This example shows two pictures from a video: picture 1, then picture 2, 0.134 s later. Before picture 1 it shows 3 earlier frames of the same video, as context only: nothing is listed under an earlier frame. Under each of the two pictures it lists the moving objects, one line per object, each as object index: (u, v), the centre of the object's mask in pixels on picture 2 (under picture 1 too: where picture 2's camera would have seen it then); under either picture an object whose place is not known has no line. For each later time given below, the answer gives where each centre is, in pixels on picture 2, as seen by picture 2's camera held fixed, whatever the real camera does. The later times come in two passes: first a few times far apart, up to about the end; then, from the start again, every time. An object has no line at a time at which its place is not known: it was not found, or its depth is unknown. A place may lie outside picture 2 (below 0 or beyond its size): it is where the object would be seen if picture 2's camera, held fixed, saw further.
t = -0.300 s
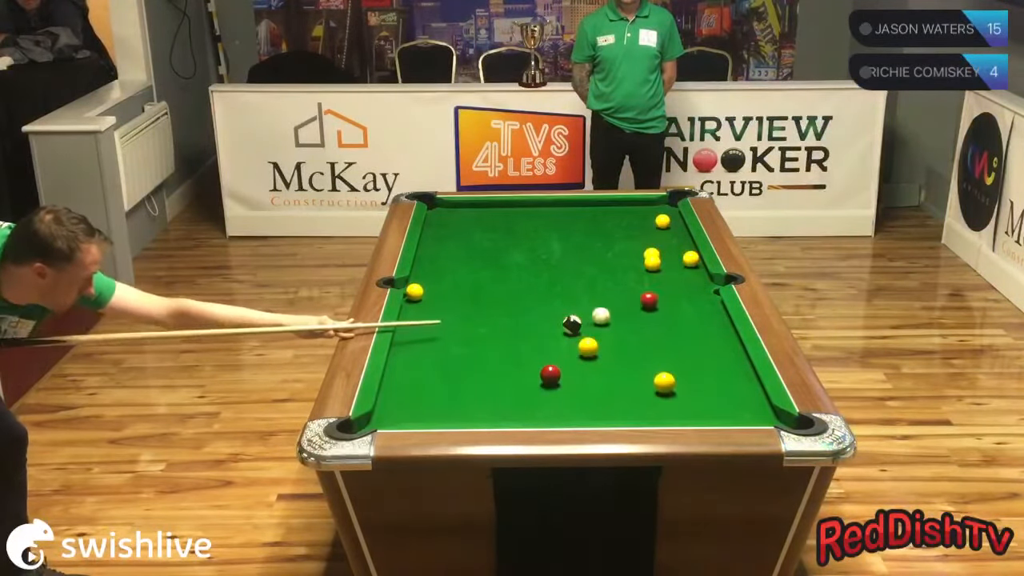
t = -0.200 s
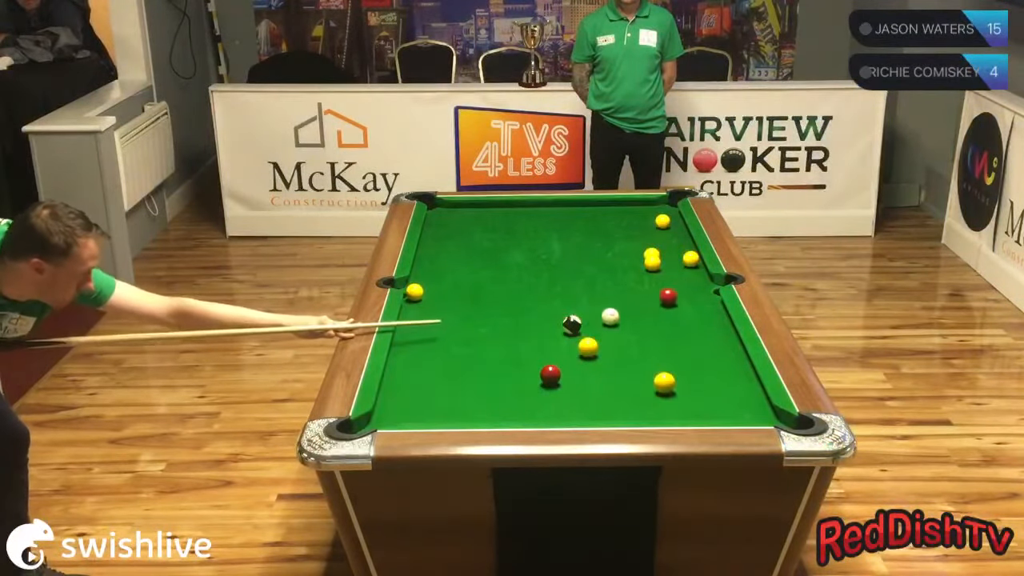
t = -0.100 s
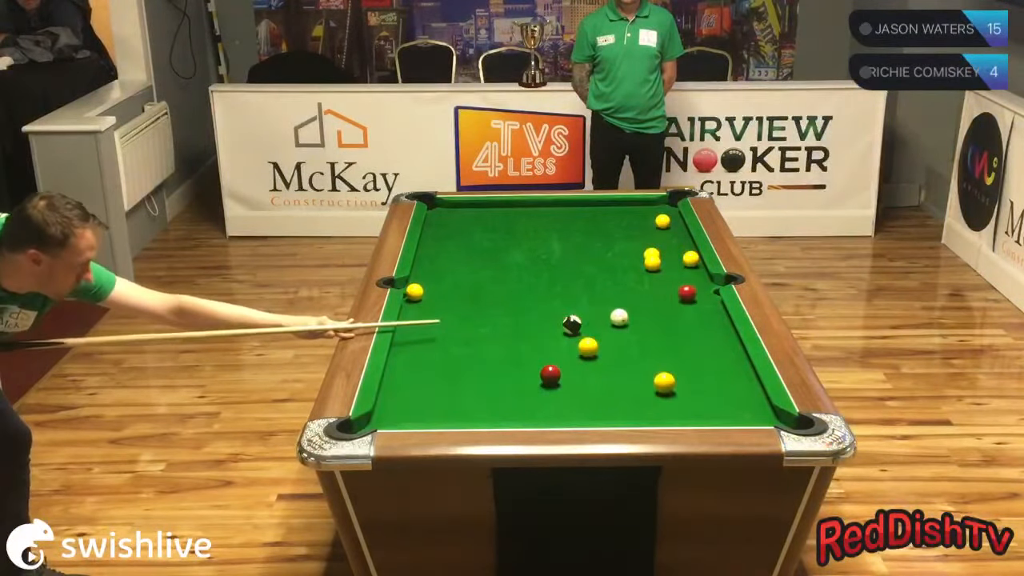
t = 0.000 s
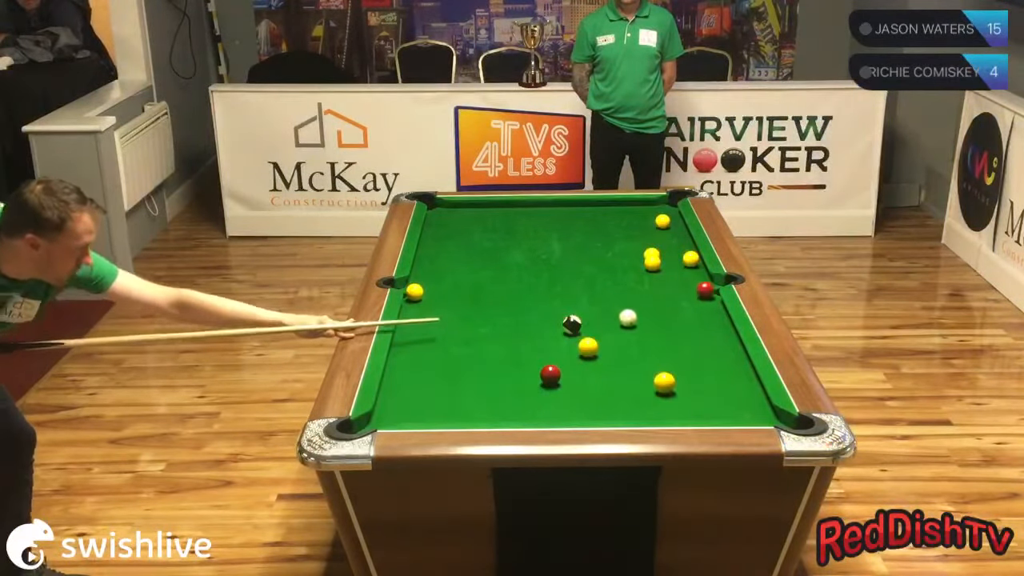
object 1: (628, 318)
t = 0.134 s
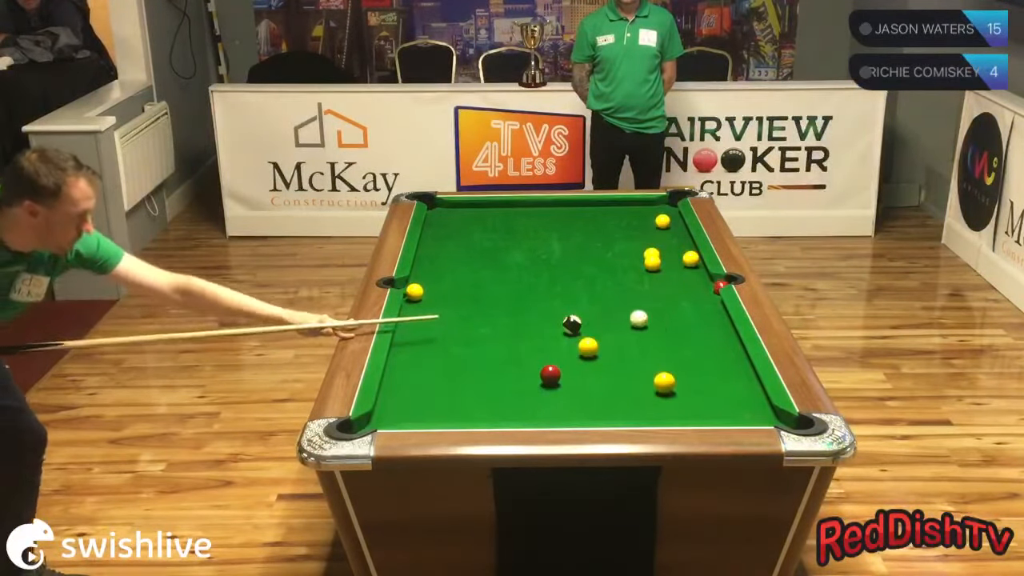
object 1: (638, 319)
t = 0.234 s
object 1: (647, 320)
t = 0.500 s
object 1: (666, 321)
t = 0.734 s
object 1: (681, 322)
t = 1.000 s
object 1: (697, 323)
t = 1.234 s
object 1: (709, 324)
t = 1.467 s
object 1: (719, 325)
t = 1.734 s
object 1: (723, 325)
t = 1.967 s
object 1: (720, 325)
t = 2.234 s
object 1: (718, 325)
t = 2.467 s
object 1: (718, 325)
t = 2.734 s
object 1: (718, 325)
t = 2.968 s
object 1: (718, 325)
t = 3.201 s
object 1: (718, 325)
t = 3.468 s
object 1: (718, 325)
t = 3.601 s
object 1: (718, 325)
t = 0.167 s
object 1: (641, 319)
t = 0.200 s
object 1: (644, 319)
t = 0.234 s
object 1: (647, 320)
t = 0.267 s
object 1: (649, 320)
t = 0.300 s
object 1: (651, 320)
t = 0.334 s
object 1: (654, 320)
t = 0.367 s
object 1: (656, 321)
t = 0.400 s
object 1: (659, 321)
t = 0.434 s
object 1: (661, 321)
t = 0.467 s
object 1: (664, 321)
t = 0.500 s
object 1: (666, 321)
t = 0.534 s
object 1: (668, 322)
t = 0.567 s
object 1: (670, 322)
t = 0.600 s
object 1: (673, 322)
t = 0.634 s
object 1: (675, 322)
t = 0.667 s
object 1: (677, 322)
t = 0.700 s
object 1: (679, 322)
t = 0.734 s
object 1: (681, 322)
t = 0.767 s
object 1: (683, 323)
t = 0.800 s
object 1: (685, 323)
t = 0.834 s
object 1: (687, 323)
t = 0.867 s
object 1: (689, 323)
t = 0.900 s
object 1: (691, 323)
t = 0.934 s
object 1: (693, 323)
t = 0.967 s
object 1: (695, 323)
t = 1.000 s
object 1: (697, 323)
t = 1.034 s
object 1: (699, 324)
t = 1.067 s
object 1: (700, 324)
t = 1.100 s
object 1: (702, 324)
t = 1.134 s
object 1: (704, 324)
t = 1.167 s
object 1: (706, 324)
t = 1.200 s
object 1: (707, 324)
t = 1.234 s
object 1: (709, 324)
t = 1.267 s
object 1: (710, 324)
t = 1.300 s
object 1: (712, 324)
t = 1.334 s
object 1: (713, 324)
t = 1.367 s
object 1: (715, 325)
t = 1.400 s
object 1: (716, 325)
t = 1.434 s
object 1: (718, 325)
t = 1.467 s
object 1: (719, 325)
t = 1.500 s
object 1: (720, 325)
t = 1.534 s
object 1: (721, 325)
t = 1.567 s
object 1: (723, 325)
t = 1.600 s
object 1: (723, 325)
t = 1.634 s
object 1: (725, 325)
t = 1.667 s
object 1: (725, 325)
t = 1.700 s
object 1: (724, 325)
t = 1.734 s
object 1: (723, 325)
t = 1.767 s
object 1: (723, 325)
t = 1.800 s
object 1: (722, 325)
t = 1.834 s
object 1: (722, 325)
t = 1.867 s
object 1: (722, 325)
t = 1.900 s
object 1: (721, 325)
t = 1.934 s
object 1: (720, 325)
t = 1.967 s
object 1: (720, 325)
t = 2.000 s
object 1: (719, 325)
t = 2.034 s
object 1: (719, 325)
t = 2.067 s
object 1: (719, 325)
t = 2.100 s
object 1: (719, 325)
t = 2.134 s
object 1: (718, 325)
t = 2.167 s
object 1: (718, 325)
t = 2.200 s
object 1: (718, 325)
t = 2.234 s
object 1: (718, 325)
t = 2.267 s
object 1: (718, 325)
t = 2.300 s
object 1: (718, 325)
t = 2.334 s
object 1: (718, 325)
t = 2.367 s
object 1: (718, 325)
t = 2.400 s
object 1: (717, 325)
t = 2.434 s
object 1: (718, 325)
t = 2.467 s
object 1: (718, 325)
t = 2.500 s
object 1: (718, 325)
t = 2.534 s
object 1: (718, 325)
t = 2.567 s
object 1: (718, 325)
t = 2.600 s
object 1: (718, 325)
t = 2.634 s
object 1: (718, 325)
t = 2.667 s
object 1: (718, 325)
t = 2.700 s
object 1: (718, 325)
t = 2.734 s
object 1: (718, 325)
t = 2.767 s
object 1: (718, 325)
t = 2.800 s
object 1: (718, 325)
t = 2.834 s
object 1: (718, 325)
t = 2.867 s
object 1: (718, 325)
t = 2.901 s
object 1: (718, 325)
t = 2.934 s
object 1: (718, 325)
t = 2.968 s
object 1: (718, 325)
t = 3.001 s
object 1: (718, 325)
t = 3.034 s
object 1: (718, 325)
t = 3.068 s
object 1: (718, 325)
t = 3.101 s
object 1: (718, 325)
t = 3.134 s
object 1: (718, 325)
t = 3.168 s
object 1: (718, 325)
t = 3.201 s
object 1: (718, 325)
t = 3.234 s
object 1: (718, 325)
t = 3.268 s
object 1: (718, 325)
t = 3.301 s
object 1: (718, 325)
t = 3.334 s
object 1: (718, 325)
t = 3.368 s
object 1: (718, 325)
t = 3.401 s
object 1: (718, 325)
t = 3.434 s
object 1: (718, 325)
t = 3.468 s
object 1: (718, 325)
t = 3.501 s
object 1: (718, 325)
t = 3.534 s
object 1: (718, 325)
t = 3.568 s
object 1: (718, 325)
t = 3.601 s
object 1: (718, 325)
